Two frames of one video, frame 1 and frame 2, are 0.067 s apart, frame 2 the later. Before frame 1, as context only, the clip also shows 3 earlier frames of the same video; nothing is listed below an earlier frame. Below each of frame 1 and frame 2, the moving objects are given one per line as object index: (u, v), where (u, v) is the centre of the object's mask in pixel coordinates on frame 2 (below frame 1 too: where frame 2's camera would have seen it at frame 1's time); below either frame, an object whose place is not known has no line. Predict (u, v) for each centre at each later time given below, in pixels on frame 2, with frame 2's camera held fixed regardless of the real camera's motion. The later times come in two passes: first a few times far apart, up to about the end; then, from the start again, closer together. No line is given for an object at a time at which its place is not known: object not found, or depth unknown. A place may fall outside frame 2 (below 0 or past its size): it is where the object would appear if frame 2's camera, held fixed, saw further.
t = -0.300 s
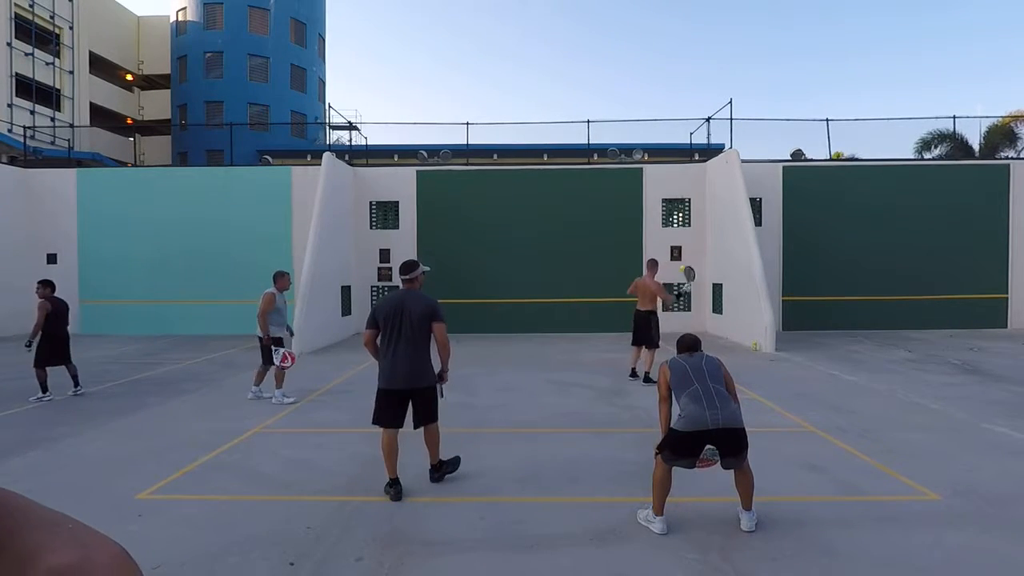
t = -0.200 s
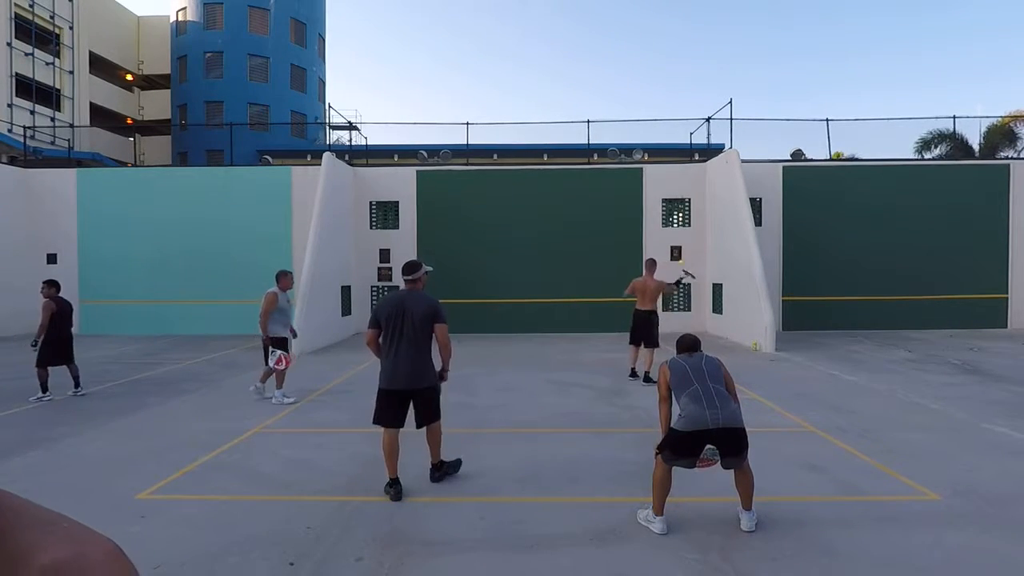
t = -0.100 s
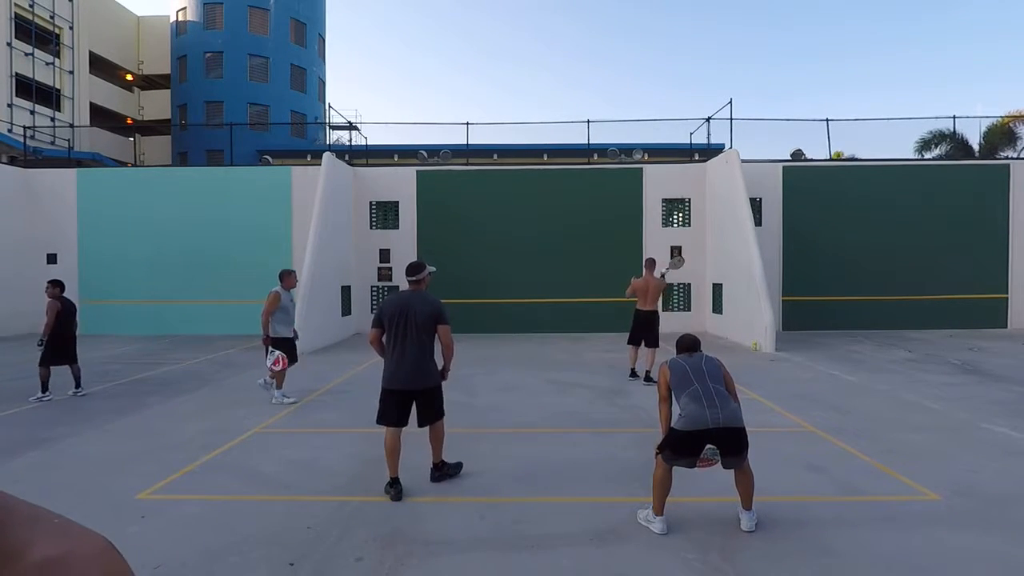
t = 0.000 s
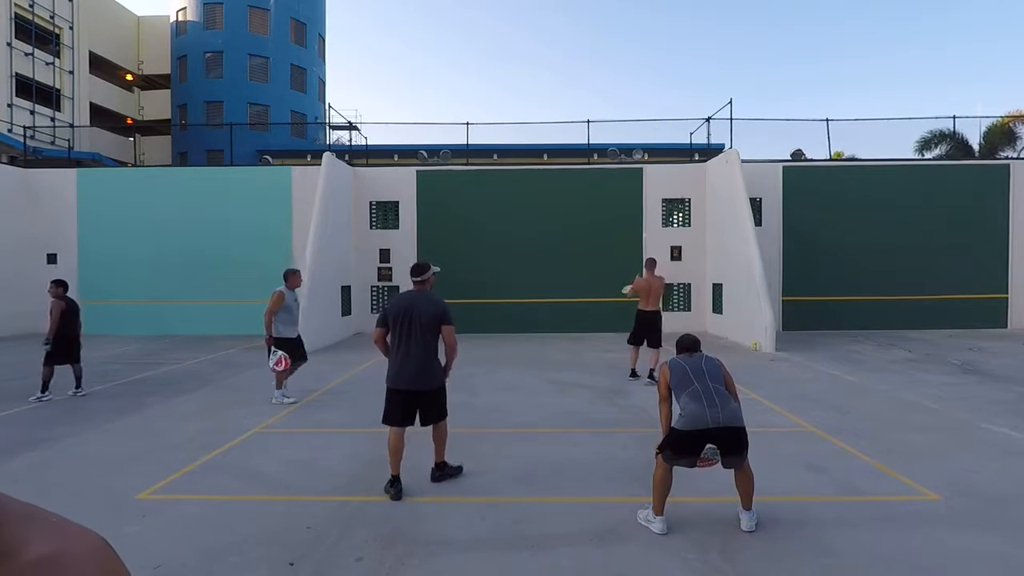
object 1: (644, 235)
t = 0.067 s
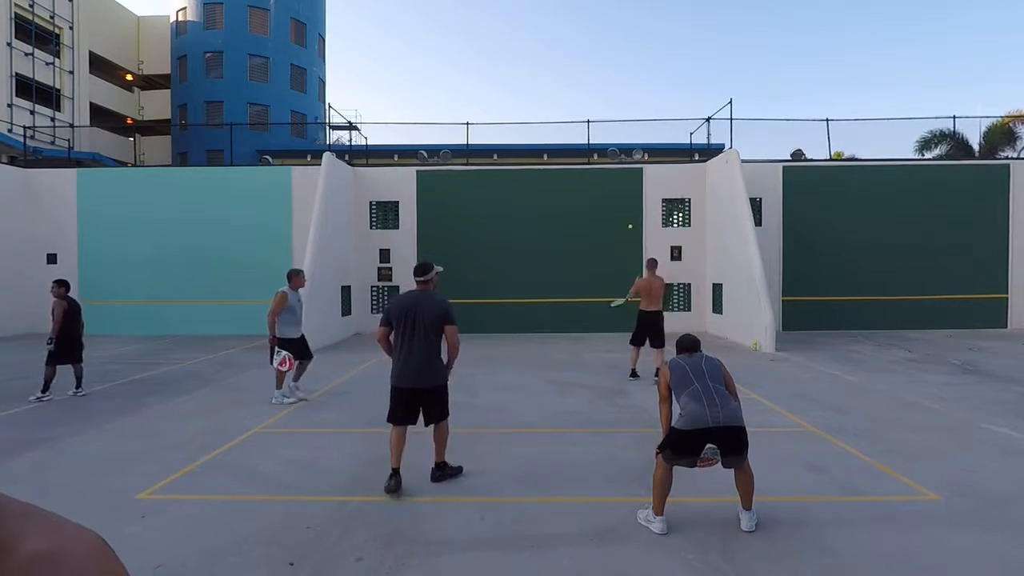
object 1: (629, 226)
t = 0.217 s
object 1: (605, 216)
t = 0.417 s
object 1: (597, 210)
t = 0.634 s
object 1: (598, 216)
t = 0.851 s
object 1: (598, 252)
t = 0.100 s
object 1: (623, 222)
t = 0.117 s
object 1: (619, 221)
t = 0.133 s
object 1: (617, 220)
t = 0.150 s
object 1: (614, 219)
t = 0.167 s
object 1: (612, 218)
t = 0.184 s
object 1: (609, 217)
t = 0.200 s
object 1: (607, 216)
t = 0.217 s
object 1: (605, 216)
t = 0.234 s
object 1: (602, 216)
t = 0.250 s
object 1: (600, 215)
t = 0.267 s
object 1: (599, 215)
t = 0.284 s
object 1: (597, 215)
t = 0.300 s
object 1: (596, 214)
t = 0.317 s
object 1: (596, 213)
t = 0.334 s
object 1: (596, 212)
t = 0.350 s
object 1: (596, 212)
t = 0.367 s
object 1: (597, 211)
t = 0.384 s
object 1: (597, 210)
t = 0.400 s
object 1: (597, 210)
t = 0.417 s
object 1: (597, 210)
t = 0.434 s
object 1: (597, 209)
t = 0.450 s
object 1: (597, 209)
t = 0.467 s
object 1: (597, 209)
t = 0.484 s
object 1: (597, 209)
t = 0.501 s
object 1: (597, 209)
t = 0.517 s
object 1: (597, 210)
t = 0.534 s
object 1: (597, 210)
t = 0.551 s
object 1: (597, 211)
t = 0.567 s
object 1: (597, 212)
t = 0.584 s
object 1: (597, 212)
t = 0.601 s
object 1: (597, 214)
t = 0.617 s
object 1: (598, 215)
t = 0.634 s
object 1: (598, 216)
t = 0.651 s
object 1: (598, 218)
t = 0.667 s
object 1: (598, 219)
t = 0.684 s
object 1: (598, 221)
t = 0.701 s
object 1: (598, 224)
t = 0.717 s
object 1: (598, 226)
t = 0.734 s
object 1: (598, 228)
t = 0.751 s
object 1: (598, 231)
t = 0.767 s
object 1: (598, 233)
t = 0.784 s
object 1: (598, 237)
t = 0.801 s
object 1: (598, 240)
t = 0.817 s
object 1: (598, 243)
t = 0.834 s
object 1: (599, 247)
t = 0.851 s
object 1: (598, 252)
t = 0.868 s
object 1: (598, 256)
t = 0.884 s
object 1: (598, 261)
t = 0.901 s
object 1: (598, 266)
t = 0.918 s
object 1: (599, 271)
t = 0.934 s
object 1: (599, 277)
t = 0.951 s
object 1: (599, 283)
